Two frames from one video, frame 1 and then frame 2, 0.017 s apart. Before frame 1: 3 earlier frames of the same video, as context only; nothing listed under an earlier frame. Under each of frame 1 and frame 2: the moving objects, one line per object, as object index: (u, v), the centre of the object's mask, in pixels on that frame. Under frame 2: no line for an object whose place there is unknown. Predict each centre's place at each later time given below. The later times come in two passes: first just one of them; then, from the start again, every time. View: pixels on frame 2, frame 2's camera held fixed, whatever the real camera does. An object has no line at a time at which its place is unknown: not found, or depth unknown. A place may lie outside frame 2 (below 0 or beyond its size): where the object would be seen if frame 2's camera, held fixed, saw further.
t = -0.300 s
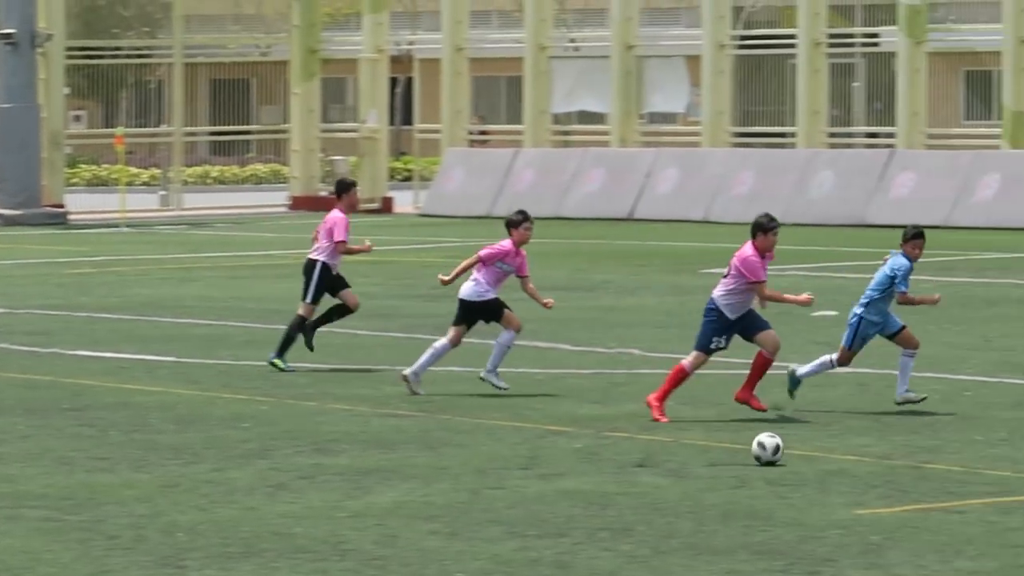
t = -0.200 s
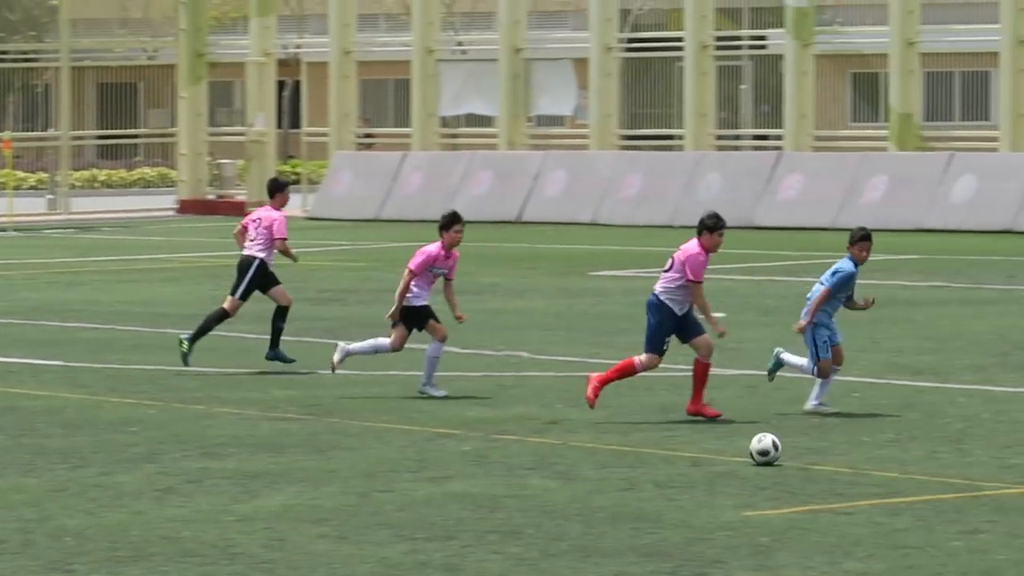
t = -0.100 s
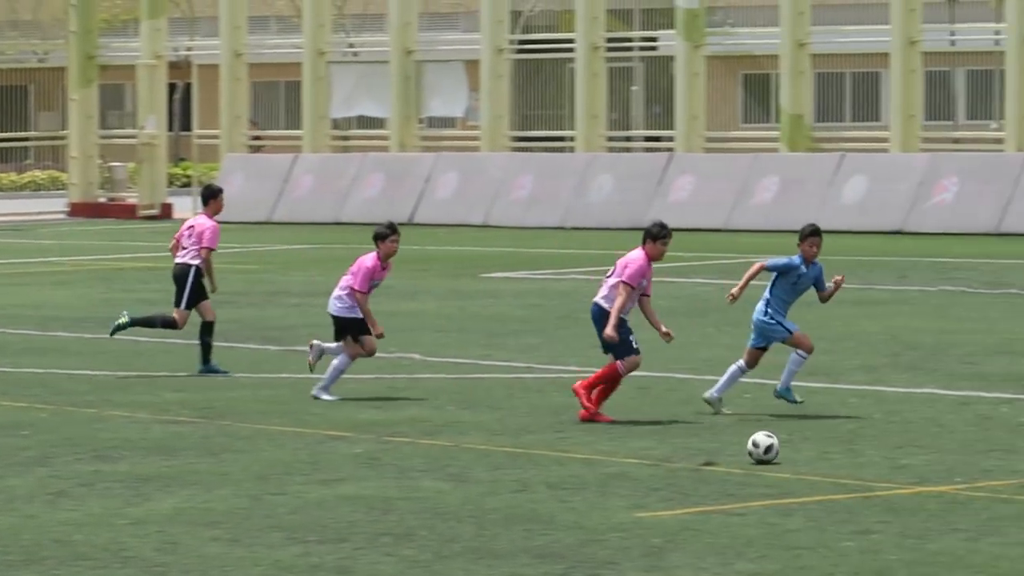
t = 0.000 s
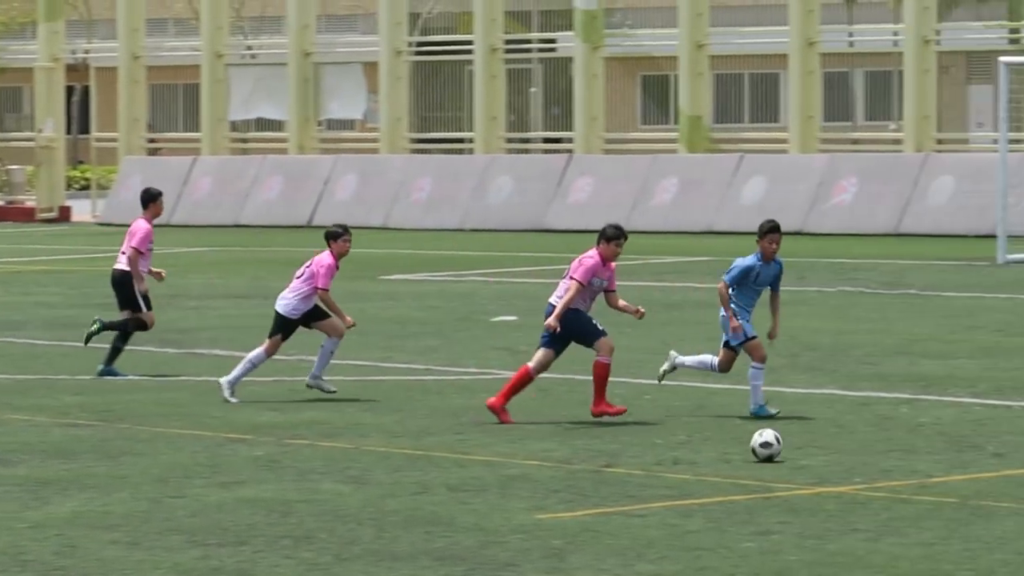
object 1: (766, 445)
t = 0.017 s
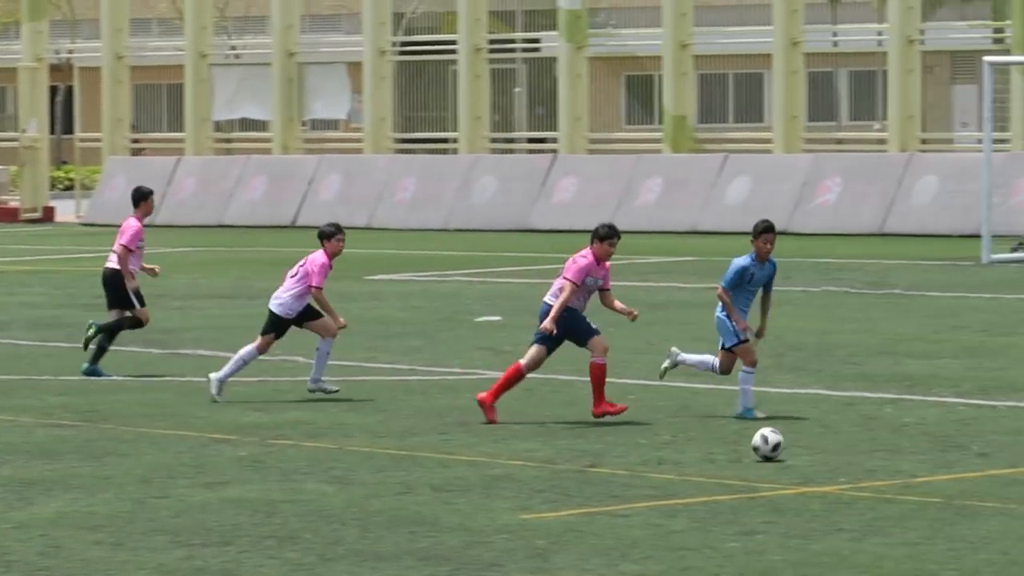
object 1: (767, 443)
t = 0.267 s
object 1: (1014, 437)
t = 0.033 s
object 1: (784, 442)
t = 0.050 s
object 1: (801, 442)
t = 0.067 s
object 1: (817, 442)
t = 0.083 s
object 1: (834, 442)
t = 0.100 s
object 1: (850, 442)
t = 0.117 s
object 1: (867, 441)
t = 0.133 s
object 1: (883, 440)
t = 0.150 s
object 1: (900, 440)
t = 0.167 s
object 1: (916, 439)
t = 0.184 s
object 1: (932, 440)
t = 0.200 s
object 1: (949, 440)
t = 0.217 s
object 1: (965, 438)
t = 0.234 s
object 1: (982, 438)
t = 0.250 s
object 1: (997, 437)
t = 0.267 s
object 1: (1014, 437)
